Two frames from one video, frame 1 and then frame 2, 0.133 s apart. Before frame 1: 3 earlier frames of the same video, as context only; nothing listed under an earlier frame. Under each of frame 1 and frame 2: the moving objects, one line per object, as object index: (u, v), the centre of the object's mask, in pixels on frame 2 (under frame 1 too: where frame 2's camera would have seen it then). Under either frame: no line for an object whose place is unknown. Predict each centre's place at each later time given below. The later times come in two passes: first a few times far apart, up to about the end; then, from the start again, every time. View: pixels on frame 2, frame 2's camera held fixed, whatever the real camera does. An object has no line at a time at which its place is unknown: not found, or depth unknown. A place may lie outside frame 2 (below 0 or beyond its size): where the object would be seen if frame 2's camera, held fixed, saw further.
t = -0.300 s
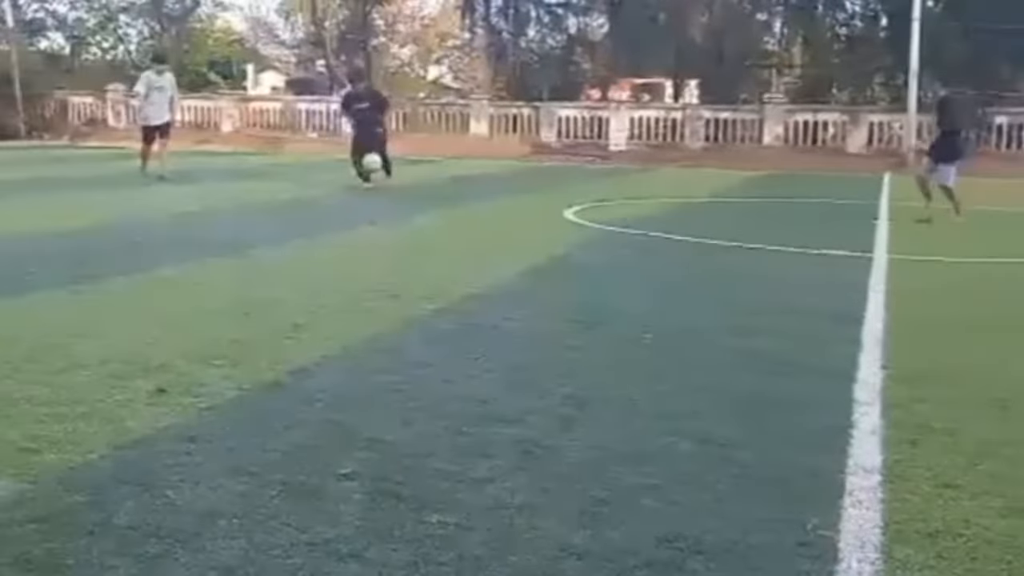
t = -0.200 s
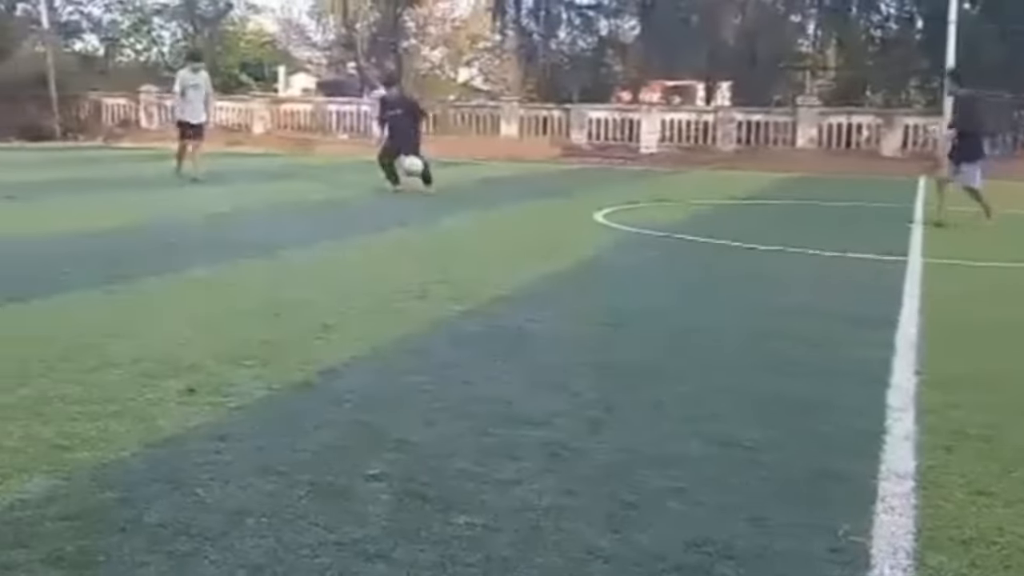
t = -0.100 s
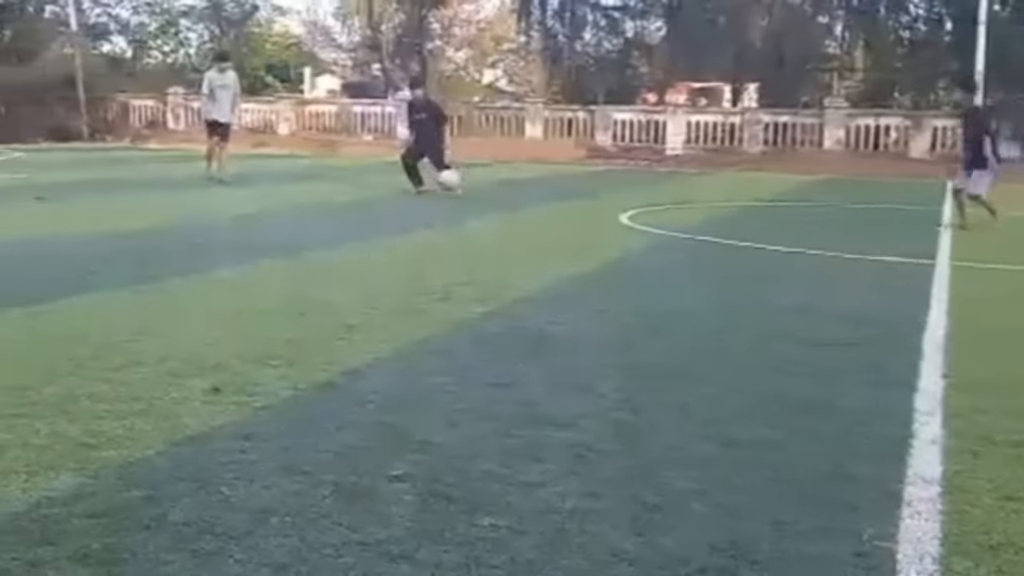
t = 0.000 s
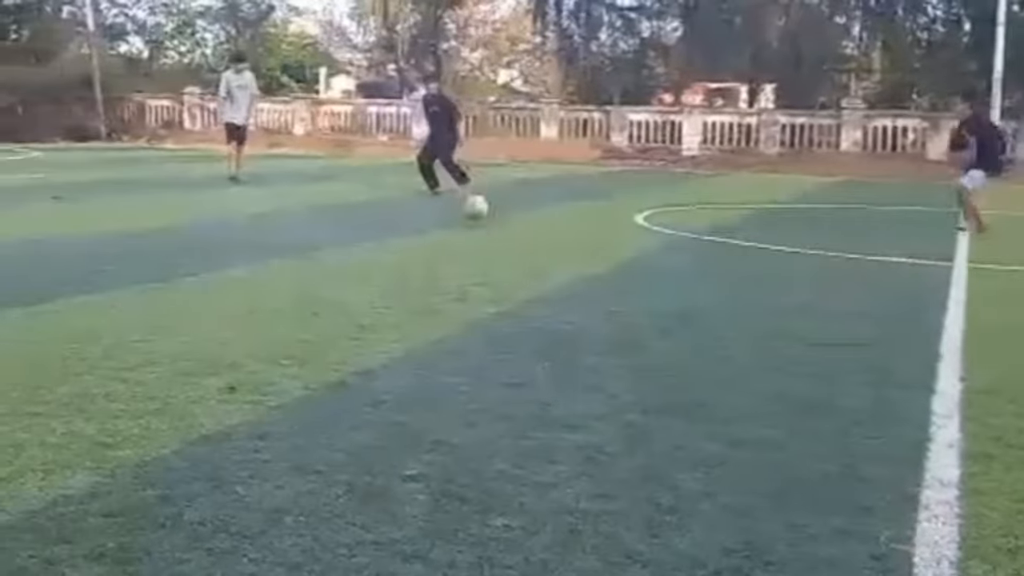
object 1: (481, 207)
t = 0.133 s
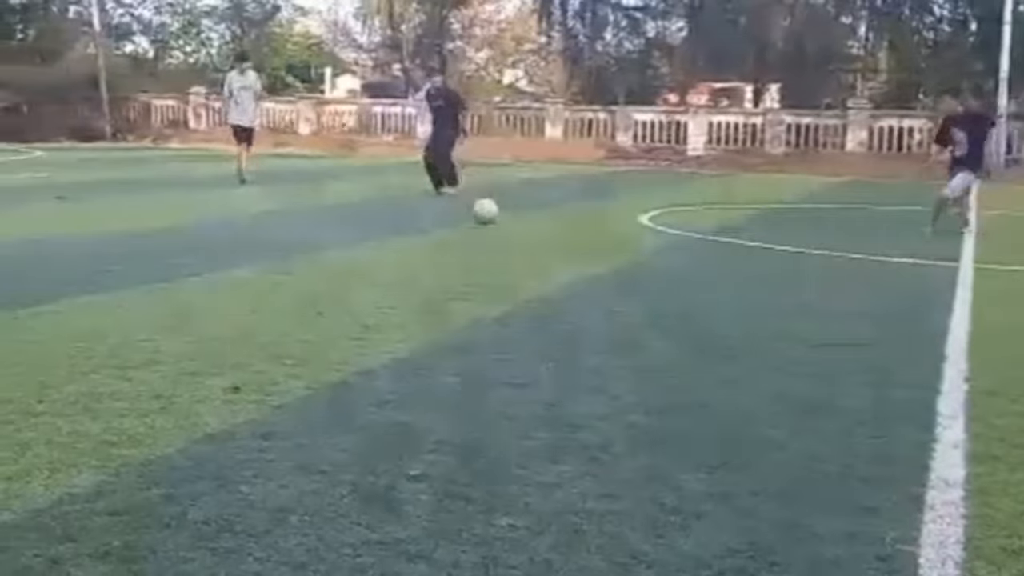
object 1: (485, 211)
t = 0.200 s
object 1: (485, 212)
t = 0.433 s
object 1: (477, 240)
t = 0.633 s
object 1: (463, 264)
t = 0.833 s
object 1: (443, 285)
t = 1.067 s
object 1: (408, 316)
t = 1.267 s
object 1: (361, 353)
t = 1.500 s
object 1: (283, 412)
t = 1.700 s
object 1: (179, 488)
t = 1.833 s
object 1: (82, 542)
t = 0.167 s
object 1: (485, 211)
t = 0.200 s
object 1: (485, 212)
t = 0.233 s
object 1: (483, 213)
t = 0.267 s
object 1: (483, 218)
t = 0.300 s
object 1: (483, 224)
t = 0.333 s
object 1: (482, 233)
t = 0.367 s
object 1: (480, 242)
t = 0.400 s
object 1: (479, 241)
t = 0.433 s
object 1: (477, 240)
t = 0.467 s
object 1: (475, 241)
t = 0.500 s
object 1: (474, 244)
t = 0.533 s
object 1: (470, 249)
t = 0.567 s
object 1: (468, 256)
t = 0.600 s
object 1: (465, 262)
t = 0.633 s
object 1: (463, 264)
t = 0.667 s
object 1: (460, 266)
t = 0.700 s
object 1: (456, 271)
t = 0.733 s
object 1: (452, 274)
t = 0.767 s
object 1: (449, 277)
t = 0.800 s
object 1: (447, 280)
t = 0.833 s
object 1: (443, 285)
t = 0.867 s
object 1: (439, 290)
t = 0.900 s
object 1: (434, 293)
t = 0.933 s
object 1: (430, 299)
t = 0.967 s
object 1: (426, 303)
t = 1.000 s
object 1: (420, 307)
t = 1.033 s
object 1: (414, 312)
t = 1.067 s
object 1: (408, 316)
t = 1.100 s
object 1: (400, 320)
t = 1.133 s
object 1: (394, 327)
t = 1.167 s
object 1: (386, 333)
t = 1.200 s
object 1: (378, 339)
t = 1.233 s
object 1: (369, 345)
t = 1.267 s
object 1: (361, 353)
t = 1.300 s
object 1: (350, 359)
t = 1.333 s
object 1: (340, 368)
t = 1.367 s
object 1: (330, 375)
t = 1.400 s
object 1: (320, 384)
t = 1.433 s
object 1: (309, 394)
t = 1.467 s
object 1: (296, 401)
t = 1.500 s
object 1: (283, 412)
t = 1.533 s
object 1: (268, 423)
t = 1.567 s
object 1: (254, 432)
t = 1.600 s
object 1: (239, 444)
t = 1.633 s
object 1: (221, 457)
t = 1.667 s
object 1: (201, 471)
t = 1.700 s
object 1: (179, 488)
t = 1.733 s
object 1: (157, 503)
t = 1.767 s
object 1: (135, 519)
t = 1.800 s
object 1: (109, 533)
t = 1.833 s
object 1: (82, 542)
